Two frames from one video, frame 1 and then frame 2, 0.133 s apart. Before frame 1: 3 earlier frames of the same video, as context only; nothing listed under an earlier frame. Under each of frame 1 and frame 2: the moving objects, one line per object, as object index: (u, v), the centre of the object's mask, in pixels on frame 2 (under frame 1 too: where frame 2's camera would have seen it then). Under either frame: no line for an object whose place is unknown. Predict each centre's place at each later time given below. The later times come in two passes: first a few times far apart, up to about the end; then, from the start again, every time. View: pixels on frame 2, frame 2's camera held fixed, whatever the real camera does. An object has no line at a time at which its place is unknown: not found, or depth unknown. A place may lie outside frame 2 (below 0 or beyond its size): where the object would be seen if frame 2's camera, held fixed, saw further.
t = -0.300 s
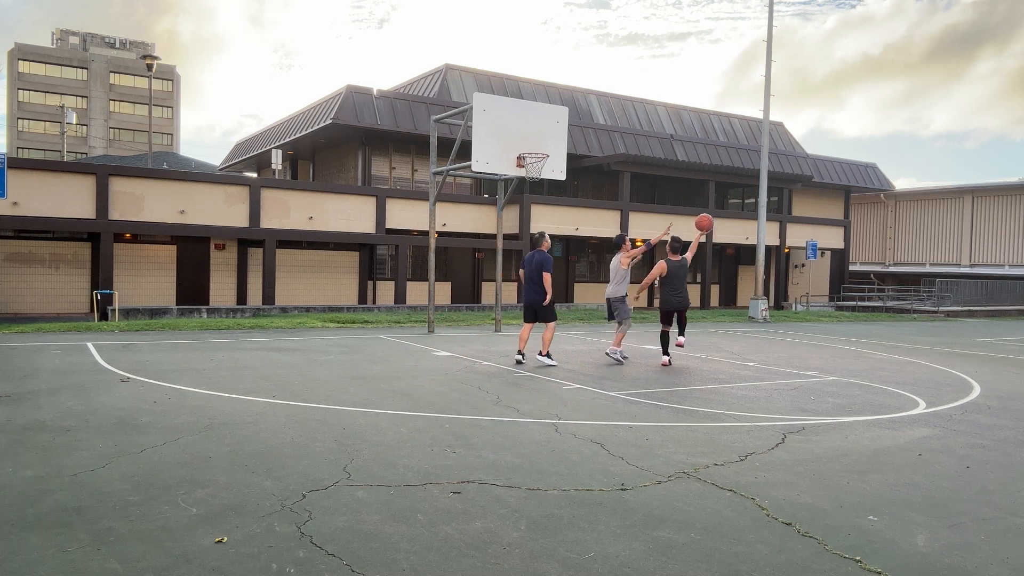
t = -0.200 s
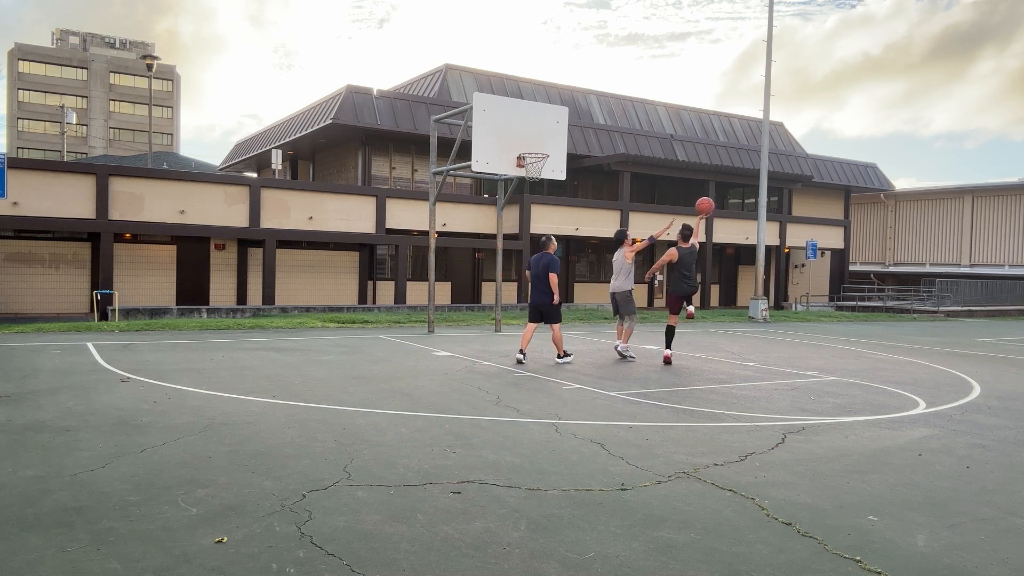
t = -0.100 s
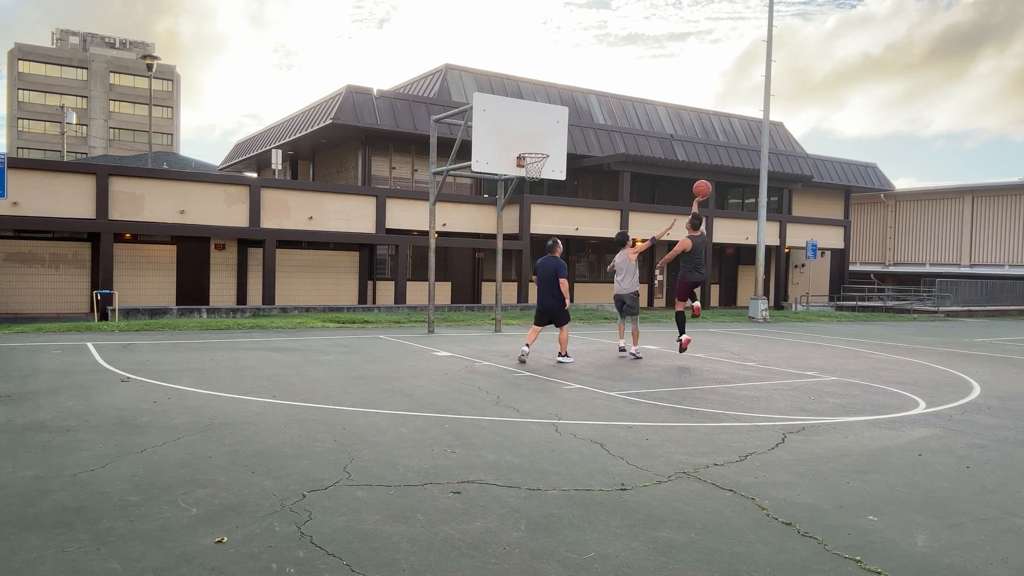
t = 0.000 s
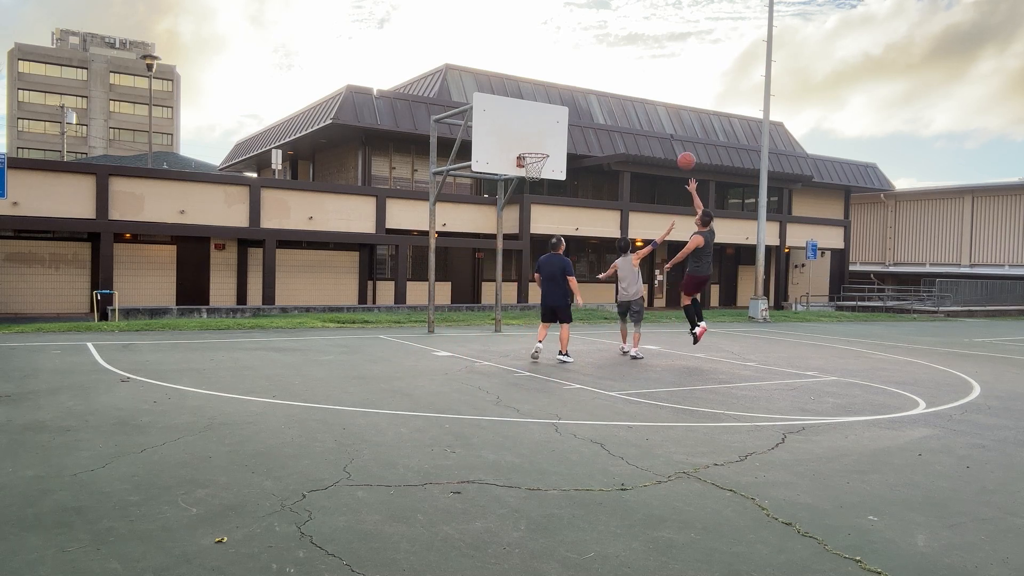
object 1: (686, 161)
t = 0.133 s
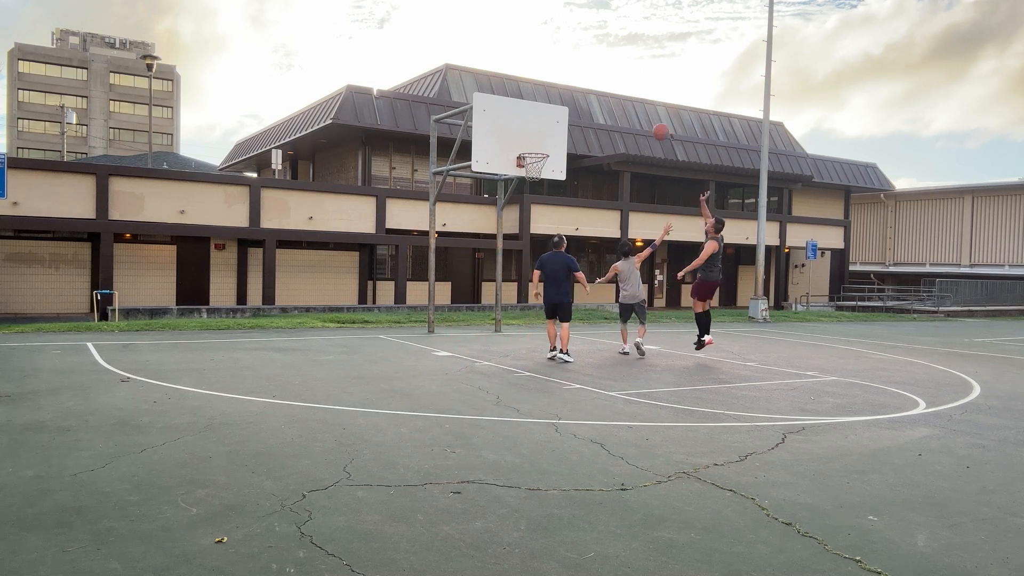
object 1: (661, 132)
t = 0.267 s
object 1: (636, 116)
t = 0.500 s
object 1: (595, 118)
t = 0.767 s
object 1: (552, 161)
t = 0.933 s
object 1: (545, 201)
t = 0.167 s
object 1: (654, 127)
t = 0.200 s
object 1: (648, 122)
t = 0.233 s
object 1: (642, 119)
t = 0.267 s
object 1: (636, 116)
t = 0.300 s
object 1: (630, 114)
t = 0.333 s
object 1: (624, 113)
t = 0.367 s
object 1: (618, 113)
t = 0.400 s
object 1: (612, 113)
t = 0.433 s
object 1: (607, 114)
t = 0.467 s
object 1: (601, 116)
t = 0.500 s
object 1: (595, 118)
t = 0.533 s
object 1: (589, 121)
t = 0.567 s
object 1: (584, 125)
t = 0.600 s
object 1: (579, 129)
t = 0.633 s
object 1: (573, 135)
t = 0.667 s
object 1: (567, 140)
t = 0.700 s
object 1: (562, 147)
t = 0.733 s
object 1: (556, 154)
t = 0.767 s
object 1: (552, 161)
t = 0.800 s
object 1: (551, 168)
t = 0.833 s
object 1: (549, 175)
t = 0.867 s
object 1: (548, 183)
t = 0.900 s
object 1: (546, 191)
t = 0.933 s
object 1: (545, 201)
